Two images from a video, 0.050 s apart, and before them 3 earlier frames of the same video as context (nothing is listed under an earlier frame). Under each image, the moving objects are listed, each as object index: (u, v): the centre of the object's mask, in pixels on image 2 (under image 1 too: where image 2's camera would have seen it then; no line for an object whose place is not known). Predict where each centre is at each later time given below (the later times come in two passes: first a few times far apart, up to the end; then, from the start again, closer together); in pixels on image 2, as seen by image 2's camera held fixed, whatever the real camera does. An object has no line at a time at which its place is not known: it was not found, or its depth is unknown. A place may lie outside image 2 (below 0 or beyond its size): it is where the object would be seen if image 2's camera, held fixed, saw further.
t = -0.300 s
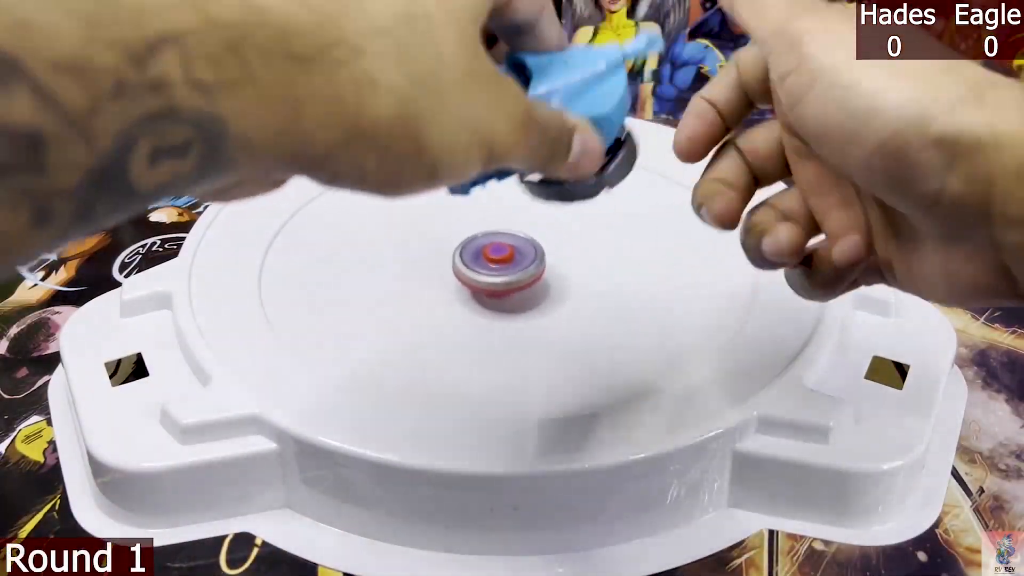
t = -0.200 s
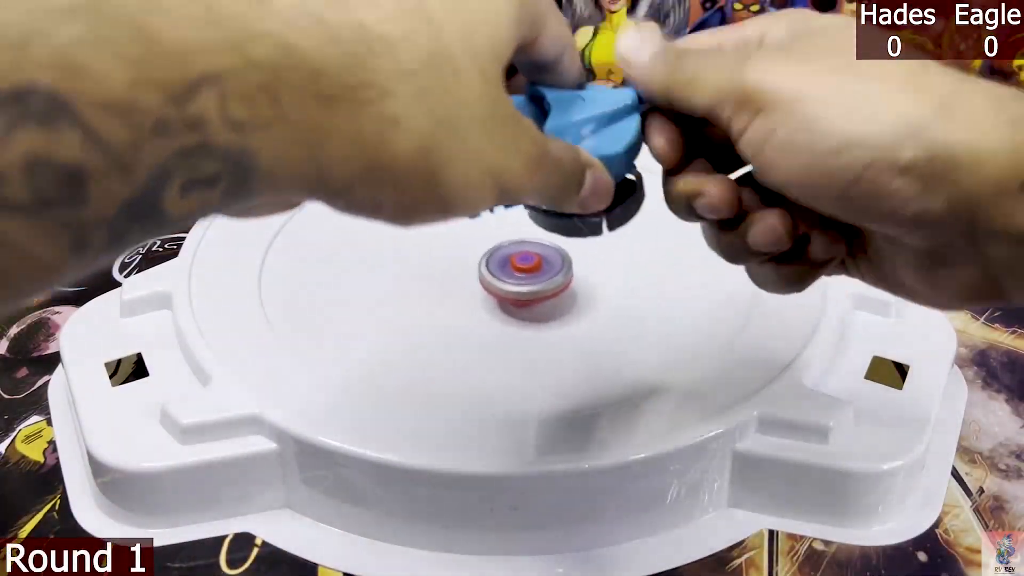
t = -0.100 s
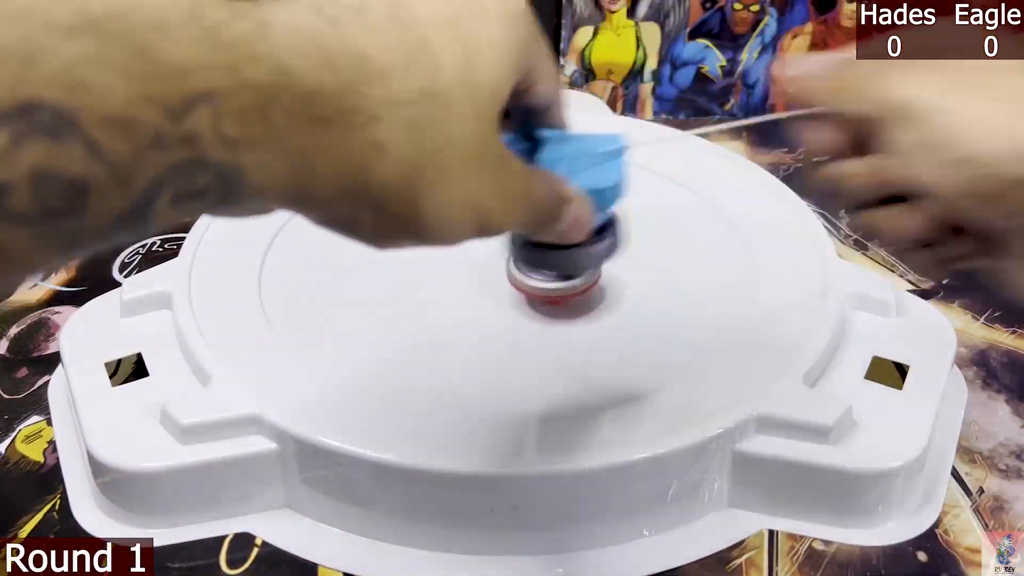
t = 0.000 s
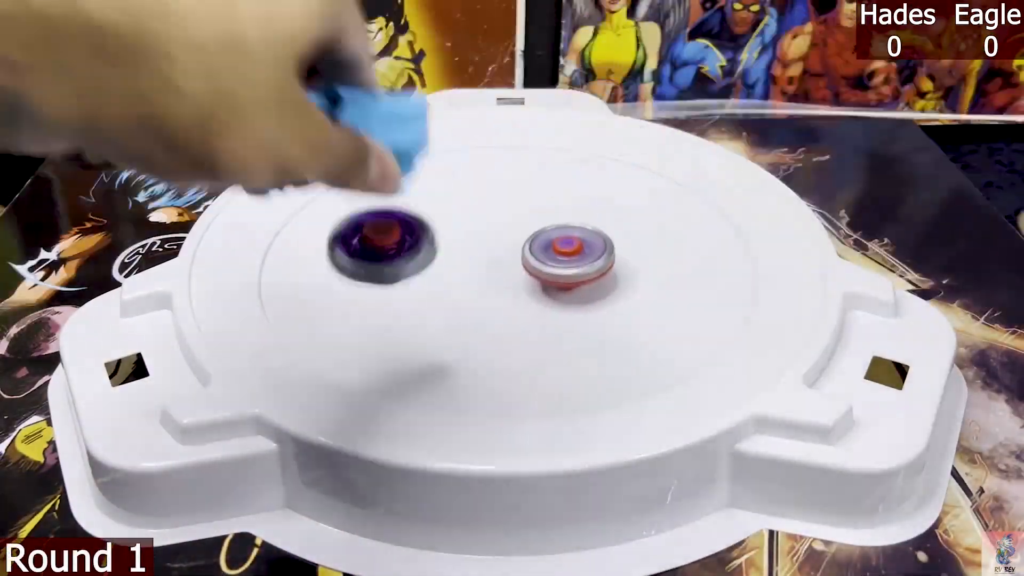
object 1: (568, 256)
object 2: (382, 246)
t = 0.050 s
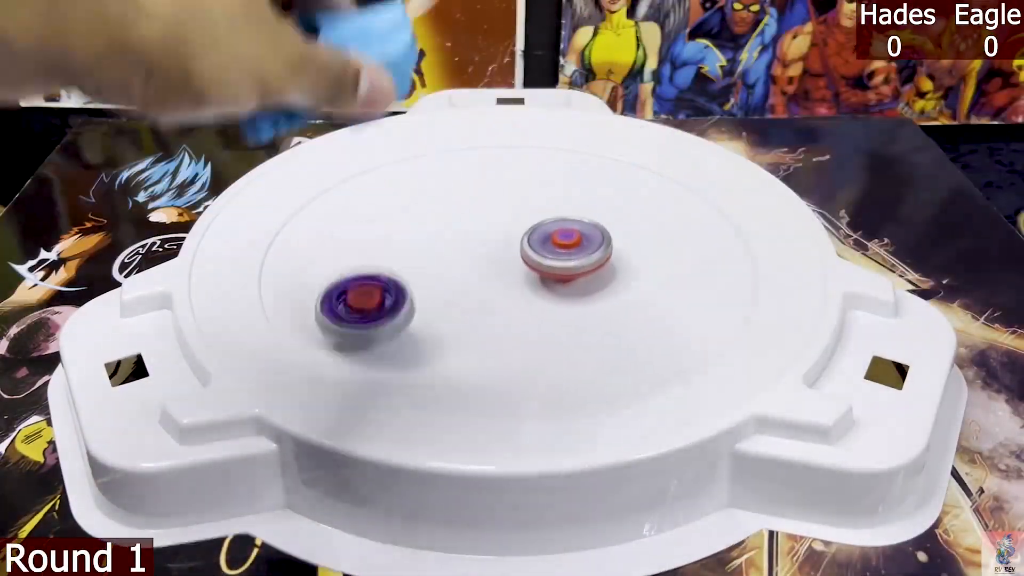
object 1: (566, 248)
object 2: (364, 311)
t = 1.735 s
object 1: (587, 261)
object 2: (445, 276)
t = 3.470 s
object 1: (436, 254)
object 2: (554, 237)
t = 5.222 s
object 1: (609, 235)
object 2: (416, 274)
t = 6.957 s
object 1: (468, 279)
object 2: (505, 223)
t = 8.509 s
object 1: (562, 250)
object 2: (466, 280)
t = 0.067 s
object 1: (564, 246)
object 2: (368, 298)
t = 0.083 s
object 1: (563, 243)
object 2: (372, 285)
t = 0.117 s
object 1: (561, 240)
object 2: (381, 273)
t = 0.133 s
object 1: (560, 239)
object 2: (388, 264)
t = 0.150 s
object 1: (559, 238)
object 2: (395, 253)
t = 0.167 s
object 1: (557, 239)
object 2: (403, 247)
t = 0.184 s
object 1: (556, 239)
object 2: (411, 241)
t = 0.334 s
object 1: (535, 243)
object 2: (491, 197)
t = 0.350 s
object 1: (532, 244)
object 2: (498, 195)
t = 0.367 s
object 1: (529, 244)
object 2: (504, 193)
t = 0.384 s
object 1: (526, 245)
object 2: (509, 193)
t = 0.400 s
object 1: (523, 246)
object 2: (513, 193)
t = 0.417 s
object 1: (521, 247)
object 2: (517, 193)
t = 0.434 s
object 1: (518, 247)
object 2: (519, 194)
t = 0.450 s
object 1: (515, 249)
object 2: (521, 195)
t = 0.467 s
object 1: (512, 250)
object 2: (521, 196)
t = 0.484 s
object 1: (509, 252)
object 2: (521, 198)
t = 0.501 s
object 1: (507, 254)
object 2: (520, 200)
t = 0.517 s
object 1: (505, 256)
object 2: (518, 201)
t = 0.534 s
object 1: (504, 258)
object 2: (516, 203)
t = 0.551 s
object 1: (503, 259)
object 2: (513, 203)
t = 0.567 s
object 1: (502, 261)
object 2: (509, 204)
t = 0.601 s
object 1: (502, 262)
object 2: (501, 207)
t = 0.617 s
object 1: (502, 263)
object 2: (496, 208)
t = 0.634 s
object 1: (503, 264)
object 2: (492, 209)
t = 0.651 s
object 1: (504, 264)
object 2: (488, 210)
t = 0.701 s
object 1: (511, 265)
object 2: (477, 215)
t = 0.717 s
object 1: (514, 265)
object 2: (474, 217)
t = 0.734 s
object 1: (516, 265)
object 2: (472, 219)
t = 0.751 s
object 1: (520, 267)
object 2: (470, 221)
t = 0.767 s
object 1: (524, 269)
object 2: (467, 221)
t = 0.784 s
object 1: (527, 271)
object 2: (465, 222)
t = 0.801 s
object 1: (530, 272)
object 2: (464, 224)
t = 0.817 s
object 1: (532, 273)
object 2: (463, 226)
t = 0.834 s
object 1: (533, 274)
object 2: (463, 228)
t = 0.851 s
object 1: (534, 274)
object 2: (463, 231)
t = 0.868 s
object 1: (535, 275)
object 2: (464, 234)
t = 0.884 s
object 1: (535, 275)
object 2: (465, 237)
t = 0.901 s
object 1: (535, 275)
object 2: (466, 240)
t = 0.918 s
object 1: (537, 276)
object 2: (466, 241)
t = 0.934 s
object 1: (544, 280)
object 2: (462, 239)
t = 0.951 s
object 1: (549, 283)
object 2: (458, 237)
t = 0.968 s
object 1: (553, 285)
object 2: (455, 236)
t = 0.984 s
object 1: (557, 287)
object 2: (452, 236)
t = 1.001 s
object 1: (560, 289)
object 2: (451, 236)
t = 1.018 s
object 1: (562, 290)
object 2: (450, 237)
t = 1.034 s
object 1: (563, 290)
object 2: (449, 238)
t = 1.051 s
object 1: (563, 291)
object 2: (450, 240)
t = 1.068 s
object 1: (563, 291)
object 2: (450, 242)
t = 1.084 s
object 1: (563, 290)
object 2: (452, 244)
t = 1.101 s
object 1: (562, 289)
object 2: (453, 245)
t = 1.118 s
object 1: (560, 289)
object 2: (455, 247)
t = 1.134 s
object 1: (559, 288)
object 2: (457, 250)
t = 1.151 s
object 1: (558, 287)
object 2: (460, 252)
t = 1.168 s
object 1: (557, 285)
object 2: (463, 254)
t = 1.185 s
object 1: (556, 284)
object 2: (465, 255)
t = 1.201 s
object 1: (554, 283)
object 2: (468, 257)
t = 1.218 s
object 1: (553, 282)
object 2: (471, 258)
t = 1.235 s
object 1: (561, 283)
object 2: (466, 256)
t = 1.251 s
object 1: (570, 285)
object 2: (457, 251)
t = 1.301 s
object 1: (592, 288)
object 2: (436, 240)
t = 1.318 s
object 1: (597, 288)
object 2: (431, 237)
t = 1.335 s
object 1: (599, 288)
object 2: (428, 236)
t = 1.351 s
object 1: (601, 287)
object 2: (425, 234)
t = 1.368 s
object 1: (601, 286)
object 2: (423, 234)
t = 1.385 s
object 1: (600, 286)
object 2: (421, 235)
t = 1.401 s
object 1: (599, 284)
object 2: (421, 236)
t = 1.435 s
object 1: (595, 282)
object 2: (421, 240)
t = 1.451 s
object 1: (593, 281)
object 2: (421, 243)
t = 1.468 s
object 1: (591, 280)
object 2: (422, 246)
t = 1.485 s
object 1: (588, 279)
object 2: (424, 248)
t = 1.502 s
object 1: (585, 277)
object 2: (426, 251)
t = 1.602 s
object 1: (567, 270)
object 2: (452, 269)
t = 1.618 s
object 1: (564, 269)
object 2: (457, 271)
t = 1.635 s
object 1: (562, 269)
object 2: (464, 274)
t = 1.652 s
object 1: (563, 267)
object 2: (465, 274)
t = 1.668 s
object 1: (570, 266)
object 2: (458, 275)
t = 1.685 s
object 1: (576, 264)
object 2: (453, 275)
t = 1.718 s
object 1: (585, 262)
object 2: (446, 276)
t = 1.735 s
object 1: (587, 261)
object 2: (445, 276)
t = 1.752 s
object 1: (589, 261)
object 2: (445, 277)
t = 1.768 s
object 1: (590, 260)
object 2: (447, 278)
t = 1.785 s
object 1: (590, 260)
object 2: (449, 279)
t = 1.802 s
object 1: (589, 259)
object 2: (453, 280)
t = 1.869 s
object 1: (582, 260)
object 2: (475, 283)
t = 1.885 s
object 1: (578, 261)
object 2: (481, 283)
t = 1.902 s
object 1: (575, 261)
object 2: (486, 283)
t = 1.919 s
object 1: (582, 259)
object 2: (479, 285)
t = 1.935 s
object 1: (591, 257)
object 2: (466, 286)
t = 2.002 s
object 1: (614, 248)
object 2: (428, 289)
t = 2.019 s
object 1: (616, 247)
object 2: (422, 290)
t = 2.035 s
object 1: (617, 246)
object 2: (418, 290)
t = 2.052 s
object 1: (616, 246)
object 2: (416, 291)
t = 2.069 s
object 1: (615, 245)
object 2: (415, 292)
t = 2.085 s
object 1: (614, 245)
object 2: (416, 293)
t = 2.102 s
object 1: (611, 245)
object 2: (418, 294)
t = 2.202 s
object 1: (588, 247)
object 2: (451, 302)
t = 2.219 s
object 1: (584, 248)
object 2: (457, 302)
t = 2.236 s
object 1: (580, 248)
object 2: (463, 303)
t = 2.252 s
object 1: (576, 249)
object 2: (469, 303)
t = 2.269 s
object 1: (571, 249)
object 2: (474, 303)
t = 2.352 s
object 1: (552, 250)
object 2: (500, 299)
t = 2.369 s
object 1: (550, 249)
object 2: (503, 298)
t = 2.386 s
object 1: (550, 246)
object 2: (499, 303)
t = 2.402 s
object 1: (551, 241)
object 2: (496, 307)
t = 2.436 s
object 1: (553, 233)
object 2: (491, 314)
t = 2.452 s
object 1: (553, 229)
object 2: (490, 316)
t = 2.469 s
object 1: (553, 227)
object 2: (490, 317)
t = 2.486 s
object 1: (552, 225)
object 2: (491, 318)
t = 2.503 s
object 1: (551, 224)
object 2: (494, 318)
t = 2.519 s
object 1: (551, 223)
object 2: (498, 318)
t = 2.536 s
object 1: (550, 223)
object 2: (502, 317)
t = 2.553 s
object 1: (548, 223)
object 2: (507, 316)
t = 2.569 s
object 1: (547, 224)
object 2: (512, 315)
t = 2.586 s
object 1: (545, 224)
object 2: (516, 314)
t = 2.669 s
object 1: (537, 230)
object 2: (537, 304)
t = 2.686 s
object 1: (535, 232)
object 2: (540, 302)
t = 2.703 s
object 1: (533, 233)
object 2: (543, 300)
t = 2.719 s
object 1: (531, 234)
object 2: (545, 297)
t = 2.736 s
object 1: (530, 235)
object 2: (547, 294)
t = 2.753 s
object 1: (528, 236)
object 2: (549, 292)
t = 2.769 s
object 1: (526, 236)
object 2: (550, 289)
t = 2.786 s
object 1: (524, 237)
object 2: (552, 288)
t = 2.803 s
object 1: (521, 235)
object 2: (555, 290)
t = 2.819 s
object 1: (519, 234)
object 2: (558, 291)
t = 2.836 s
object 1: (516, 232)
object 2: (559, 291)
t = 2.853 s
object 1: (514, 232)
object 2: (561, 292)
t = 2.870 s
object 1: (513, 230)
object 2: (562, 291)
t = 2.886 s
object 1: (512, 230)
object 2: (562, 289)
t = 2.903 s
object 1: (510, 230)
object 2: (562, 287)
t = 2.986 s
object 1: (495, 234)
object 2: (560, 275)
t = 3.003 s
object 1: (491, 235)
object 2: (560, 273)
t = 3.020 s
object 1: (487, 237)
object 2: (558, 269)
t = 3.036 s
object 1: (480, 237)
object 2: (561, 269)
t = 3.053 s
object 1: (473, 236)
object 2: (564, 269)
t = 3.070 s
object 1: (466, 234)
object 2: (566, 268)
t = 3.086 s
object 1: (461, 234)
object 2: (567, 267)
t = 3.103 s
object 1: (456, 234)
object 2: (567, 265)
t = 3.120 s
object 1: (453, 234)
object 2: (566, 264)
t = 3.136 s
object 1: (450, 234)
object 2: (566, 262)
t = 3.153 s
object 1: (449, 234)
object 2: (564, 260)
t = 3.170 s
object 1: (448, 235)
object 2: (563, 259)
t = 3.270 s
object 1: (452, 241)
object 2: (549, 250)
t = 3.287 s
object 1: (454, 243)
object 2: (547, 248)
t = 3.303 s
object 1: (454, 244)
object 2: (545, 247)
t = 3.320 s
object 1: (448, 244)
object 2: (551, 246)
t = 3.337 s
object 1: (443, 245)
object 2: (556, 245)
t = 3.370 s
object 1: (436, 246)
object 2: (563, 243)
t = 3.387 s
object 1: (434, 246)
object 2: (564, 242)
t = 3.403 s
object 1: (433, 248)
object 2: (564, 241)
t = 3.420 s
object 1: (433, 249)
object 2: (563, 240)
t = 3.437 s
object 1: (434, 250)
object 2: (561, 239)
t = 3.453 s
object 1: (435, 252)
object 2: (557, 238)
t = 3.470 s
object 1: (436, 254)
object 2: (554, 237)
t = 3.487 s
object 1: (438, 256)
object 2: (550, 235)
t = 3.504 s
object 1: (439, 258)
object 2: (546, 234)
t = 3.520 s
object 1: (441, 259)
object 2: (543, 233)
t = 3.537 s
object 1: (443, 260)
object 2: (540, 232)
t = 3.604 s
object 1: (453, 264)
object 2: (527, 230)
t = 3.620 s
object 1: (455, 265)
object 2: (524, 230)
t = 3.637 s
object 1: (458, 265)
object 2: (522, 230)
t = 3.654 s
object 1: (458, 266)
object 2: (521, 229)
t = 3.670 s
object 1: (459, 268)
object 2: (519, 228)
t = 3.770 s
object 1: (459, 275)
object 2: (507, 226)
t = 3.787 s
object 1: (458, 276)
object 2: (505, 225)
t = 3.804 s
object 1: (458, 277)
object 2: (503, 226)
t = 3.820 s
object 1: (459, 277)
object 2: (500, 226)
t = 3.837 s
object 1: (459, 278)
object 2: (498, 226)
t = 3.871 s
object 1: (462, 278)
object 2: (494, 226)
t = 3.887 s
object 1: (463, 278)
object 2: (491, 226)
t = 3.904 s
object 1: (465, 277)
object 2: (489, 226)
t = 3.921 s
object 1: (465, 279)
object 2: (488, 226)
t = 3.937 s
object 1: (465, 282)
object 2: (487, 225)
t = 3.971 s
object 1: (467, 285)
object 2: (484, 223)
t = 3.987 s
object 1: (467, 286)
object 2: (483, 223)
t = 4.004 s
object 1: (468, 287)
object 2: (481, 223)
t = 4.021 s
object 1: (469, 287)
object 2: (479, 224)
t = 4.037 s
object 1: (471, 288)
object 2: (477, 224)
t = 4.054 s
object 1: (472, 287)
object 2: (475, 224)
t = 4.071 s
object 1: (474, 287)
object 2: (473, 225)
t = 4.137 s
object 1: (481, 284)
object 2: (466, 229)
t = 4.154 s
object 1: (483, 283)
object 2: (464, 229)
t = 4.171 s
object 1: (484, 282)
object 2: (463, 230)
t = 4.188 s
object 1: (487, 285)
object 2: (462, 229)
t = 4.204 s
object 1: (490, 286)
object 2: (460, 228)
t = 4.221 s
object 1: (492, 287)
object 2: (460, 228)
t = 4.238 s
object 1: (494, 288)
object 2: (459, 228)
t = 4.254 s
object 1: (496, 289)
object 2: (458, 229)
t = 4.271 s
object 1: (498, 289)
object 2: (457, 229)
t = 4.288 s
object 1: (500, 289)
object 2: (456, 230)
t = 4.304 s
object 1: (501, 288)
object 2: (454, 231)
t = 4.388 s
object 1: (507, 283)
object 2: (451, 237)
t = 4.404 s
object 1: (508, 282)
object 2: (450, 238)
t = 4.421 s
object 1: (509, 281)
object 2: (450, 240)
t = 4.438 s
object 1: (512, 280)
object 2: (449, 240)
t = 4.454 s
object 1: (517, 282)
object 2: (447, 239)
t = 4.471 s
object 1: (522, 282)
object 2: (445, 238)
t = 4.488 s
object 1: (525, 283)
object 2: (444, 237)
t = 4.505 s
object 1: (527, 283)
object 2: (443, 237)
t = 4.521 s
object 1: (530, 283)
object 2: (442, 238)
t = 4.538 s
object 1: (532, 283)
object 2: (442, 239)
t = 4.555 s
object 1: (533, 283)
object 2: (442, 240)
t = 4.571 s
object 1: (534, 282)
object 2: (442, 242)
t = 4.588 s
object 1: (534, 281)
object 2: (442, 243)
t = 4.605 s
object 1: (535, 280)
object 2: (443, 244)
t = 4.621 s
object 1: (535, 279)
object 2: (444, 246)
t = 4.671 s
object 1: (535, 276)
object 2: (448, 250)
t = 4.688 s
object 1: (535, 275)
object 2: (449, 251)
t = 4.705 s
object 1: (535, 273)
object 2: (450, 253)
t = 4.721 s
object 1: (539, 273)
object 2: (448, 252)
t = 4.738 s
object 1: (542, 273)
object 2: (447, 252)
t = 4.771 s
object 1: (546, 272)
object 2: (448, 253)
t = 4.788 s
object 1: (547, 271)
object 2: (450, 253)
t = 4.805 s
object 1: (548, 271)
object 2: (452, 255)
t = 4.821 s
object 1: (548, 270)
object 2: (454, 256)
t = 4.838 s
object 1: (548, 270)
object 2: (456, 257)
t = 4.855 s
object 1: (550, 269)
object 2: (456, 258)
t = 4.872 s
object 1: (563, 270)
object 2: (443, 255)
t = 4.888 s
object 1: (575, 271)
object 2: (430, 252)
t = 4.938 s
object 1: (602, 270)
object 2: (404, 244)
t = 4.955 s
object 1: (608, 270)
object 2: (398, 243)
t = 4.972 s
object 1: (613, 269)
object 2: (393, 242)
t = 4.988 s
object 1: (617, 267)
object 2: (390, 242)
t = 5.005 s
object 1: (620, 266)
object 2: (389, 243)
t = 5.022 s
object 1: (623, 264)
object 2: (388, 245)
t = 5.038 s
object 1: (625, 261)
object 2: (387, 246)
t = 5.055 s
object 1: (626, 259)
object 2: (388, 248)
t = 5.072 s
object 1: (627, 256)
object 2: (389, 251)
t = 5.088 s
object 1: (627, 253)
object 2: (391, 254)
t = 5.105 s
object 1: (627, 251)
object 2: (393, 257)
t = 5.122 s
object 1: (626, 248)
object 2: (396, 260)
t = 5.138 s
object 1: (624, 245)
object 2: (398, 263)
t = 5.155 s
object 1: (622, 243)
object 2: (401, 265)
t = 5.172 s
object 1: (620, 241)
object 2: (404, 268)
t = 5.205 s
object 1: (613, 237)
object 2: (412, 272)
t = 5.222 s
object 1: (609, 235)
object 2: (416, 274)
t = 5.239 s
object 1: (605, 234)
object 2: (420, 277)
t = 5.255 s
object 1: (600, 233)
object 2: (424, 278)
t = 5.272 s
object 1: (595, 233)
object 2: (429, 280)
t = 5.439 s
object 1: (551, 238)
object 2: (482, 284)
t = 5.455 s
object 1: (548, 239)
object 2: (487, 284)
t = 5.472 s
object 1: (546, 238)
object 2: (491, 283)
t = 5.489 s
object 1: (547, 236)
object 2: (486, 288)
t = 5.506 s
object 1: (550, 232)
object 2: (482, 292)
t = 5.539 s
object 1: (555, 225)
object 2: (476, 299)
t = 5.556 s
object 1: (556, 223)
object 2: (474, 303)
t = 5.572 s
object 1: (556, 222)
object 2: (473, 305)
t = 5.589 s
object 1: (556, 221)
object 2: (474, 306)
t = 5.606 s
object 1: (556, 220)
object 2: (475, 307)
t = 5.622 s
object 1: (555, 221)
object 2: (478, 308)
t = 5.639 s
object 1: (555, 221)
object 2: (482, 308)
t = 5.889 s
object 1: (522, 237)
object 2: (557, 287)
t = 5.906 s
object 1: (520, 238)
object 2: (561, 287)
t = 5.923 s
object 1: (517, 239)
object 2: (565, 286)
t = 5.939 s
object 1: (516, 236)
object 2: (569, 286)
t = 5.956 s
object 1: (514, 236)
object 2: (572, 284)
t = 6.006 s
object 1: (509, 236)
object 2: (579, 278)
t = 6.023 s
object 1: (508, 236)
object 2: (582, 277)
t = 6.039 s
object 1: (507, 236)
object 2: (583, 274)
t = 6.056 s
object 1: (507, 237)
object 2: (585, 272)
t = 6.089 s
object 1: (506, 239)
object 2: (587, 267)
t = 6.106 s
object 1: (505, 240)
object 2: (587, 264)
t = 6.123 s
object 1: (504, 241)
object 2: (588, 262)
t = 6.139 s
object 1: (499, 240)
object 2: (595, 261)
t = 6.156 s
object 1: (494, 240)
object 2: (600, 260)
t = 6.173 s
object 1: (490, 239)
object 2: (604, 259)
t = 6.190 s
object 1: (486, 239)
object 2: (607, 257)
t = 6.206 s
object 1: (483, 239)
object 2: (609, 255)
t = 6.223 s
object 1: (481, 239)
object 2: (609, 253)
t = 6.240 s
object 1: (480, 239)
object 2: (610, 251)
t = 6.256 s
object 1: (478, 239)
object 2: (609, 248)
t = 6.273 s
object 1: (478, 240)
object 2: (609, 246)
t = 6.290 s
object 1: (477, 240)
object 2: (608, 244)
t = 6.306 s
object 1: (477, 241)
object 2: (606, 242)
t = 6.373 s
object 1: (477, 245)
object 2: (599, 234)
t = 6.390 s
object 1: (477, 246)
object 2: (597, 232)
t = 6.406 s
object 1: (477, 247)
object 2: (594, 230)
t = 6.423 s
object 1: (478, 248)
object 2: (592, 229)
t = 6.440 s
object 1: (478, 249)
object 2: (588, 227)
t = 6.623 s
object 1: (482, 258)
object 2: (548, 220)
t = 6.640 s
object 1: (482, 258)
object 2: (545, 221)
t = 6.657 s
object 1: (482, 260)
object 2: (542, 220)
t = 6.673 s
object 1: (478, 262)
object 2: (542, 218)
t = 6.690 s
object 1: (475, 264)
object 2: (542, 218)
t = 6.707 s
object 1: (473, 265)
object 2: (540, 217)
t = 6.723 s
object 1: (471, 267)
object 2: (538, 217)
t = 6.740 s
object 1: (469, 268)
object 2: (535, 217)
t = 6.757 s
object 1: (468, 269)
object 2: (532, 218)
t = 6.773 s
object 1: (467, 270)
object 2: (529, 218)
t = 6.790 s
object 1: (467, 270)
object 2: (526, 220)
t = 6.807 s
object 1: (467, 271)
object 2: (522, 220)
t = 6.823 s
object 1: (468, 271)
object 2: (519, 221)
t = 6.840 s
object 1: (468, 271)
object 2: (516, 222)
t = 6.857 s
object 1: (469, 271)
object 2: (513, 223)
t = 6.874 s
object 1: (470, 271)
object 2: (511, 223)
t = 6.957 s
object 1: (468, 279)
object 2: (505, 223)
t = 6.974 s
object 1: (468, 280)
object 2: (502, 224)
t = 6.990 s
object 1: (468, 281)
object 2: (500, 224)
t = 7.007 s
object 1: (469, 281)
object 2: (499, 225)
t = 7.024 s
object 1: (469, 282)
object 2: (496, 226)
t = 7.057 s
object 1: (471, 282)
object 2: (492, 228)
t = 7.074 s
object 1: (473, 282)
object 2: (490, 228)
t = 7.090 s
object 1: (474, 281)
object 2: (487, 229)
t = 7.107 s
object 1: (474, 285)
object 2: (487, 228)
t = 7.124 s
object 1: (475, 288)
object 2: (486, 226)
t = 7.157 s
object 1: (476, 293)
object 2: (486, 224)
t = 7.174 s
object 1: (477, 294)
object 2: (484, 222)
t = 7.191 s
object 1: (477, 295)
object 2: (483, 222)
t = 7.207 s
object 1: (478, 296)
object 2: (481, 223)
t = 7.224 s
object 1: (479, 296)
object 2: (479, 224)
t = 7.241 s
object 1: (480, 296)
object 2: (477, 225)
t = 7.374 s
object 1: (495, 289)
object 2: (464, 235)
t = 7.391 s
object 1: (497, 288)
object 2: (462, 236)
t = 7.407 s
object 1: (498, 286)
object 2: (461, 237)
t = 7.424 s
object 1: (500, 286)
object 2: (460, 238)
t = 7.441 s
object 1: (503, 286)
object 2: (458, 238)
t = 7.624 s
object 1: (527, 286)
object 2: (451, 247)
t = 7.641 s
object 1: (530, 287)
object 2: (450, 248)
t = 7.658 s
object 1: (532, 287)
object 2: (449, 248)
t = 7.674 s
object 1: (534, 287)
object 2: (449, 249)
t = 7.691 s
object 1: (535, 287)
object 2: (449, 250)
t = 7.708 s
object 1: (536, 286)
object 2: (449, 252)
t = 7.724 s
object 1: (536, 285)
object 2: (450, 253)
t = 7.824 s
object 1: (538, 280)
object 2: (451, 259)
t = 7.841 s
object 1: (539, 279)
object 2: (451, 260)
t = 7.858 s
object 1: (540, 278)
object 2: (451, 260)
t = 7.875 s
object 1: (541, 278)
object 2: (452, 261)
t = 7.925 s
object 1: (550, 277)
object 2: (448, 262)
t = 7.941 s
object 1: (553, 276)
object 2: (448, 262)
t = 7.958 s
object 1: (554, 276)
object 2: (448, 263)
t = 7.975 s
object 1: (555, 275)
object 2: (449, 264)
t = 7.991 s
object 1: (555, 275)
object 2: (450, 265)
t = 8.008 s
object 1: (555, 274)
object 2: (451, 266)
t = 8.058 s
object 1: (553, 272)
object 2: (455, 268)
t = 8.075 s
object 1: (552, 271)
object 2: (456, 269)
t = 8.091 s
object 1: (551, 270)
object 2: (458, 270)
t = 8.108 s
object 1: (553, 269)
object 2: (456, 270)
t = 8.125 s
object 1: (554, 268)
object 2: (456, 271)
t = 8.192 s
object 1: (556, 265)
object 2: (459, 272)
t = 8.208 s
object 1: (555, 264)
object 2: (461, 273)
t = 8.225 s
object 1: (554, 263)
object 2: (463, 274)
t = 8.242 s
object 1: (559, 262)
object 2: (457, 274)
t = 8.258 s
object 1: (564, 260)
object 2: (452, 274)
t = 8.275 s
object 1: (568, 259)
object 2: (448, 274)
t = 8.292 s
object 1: (570, 258)
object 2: (447, 275)
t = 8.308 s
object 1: (573, 257)
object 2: (446, 275)
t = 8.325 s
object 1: (574, 257)
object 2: (447, 276)
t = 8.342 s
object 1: (575, 256)
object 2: (448, 276)
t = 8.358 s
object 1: (575, 255)
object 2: (449, 277)
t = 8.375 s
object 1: (574, 255)
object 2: (451, 277)
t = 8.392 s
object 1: (573, 254)
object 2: (452, 278)
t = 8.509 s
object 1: (562, 250)
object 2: (466, 280)
